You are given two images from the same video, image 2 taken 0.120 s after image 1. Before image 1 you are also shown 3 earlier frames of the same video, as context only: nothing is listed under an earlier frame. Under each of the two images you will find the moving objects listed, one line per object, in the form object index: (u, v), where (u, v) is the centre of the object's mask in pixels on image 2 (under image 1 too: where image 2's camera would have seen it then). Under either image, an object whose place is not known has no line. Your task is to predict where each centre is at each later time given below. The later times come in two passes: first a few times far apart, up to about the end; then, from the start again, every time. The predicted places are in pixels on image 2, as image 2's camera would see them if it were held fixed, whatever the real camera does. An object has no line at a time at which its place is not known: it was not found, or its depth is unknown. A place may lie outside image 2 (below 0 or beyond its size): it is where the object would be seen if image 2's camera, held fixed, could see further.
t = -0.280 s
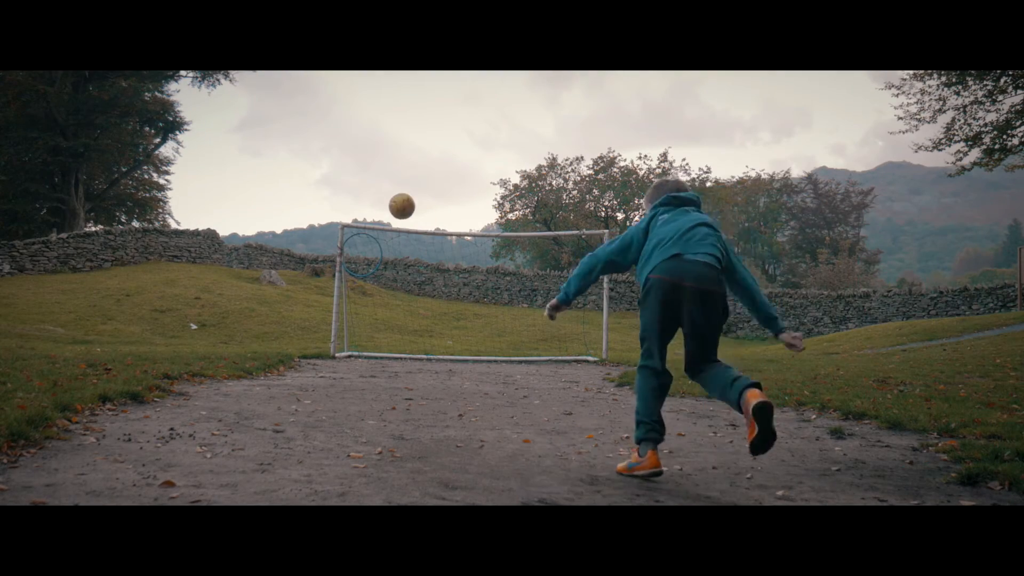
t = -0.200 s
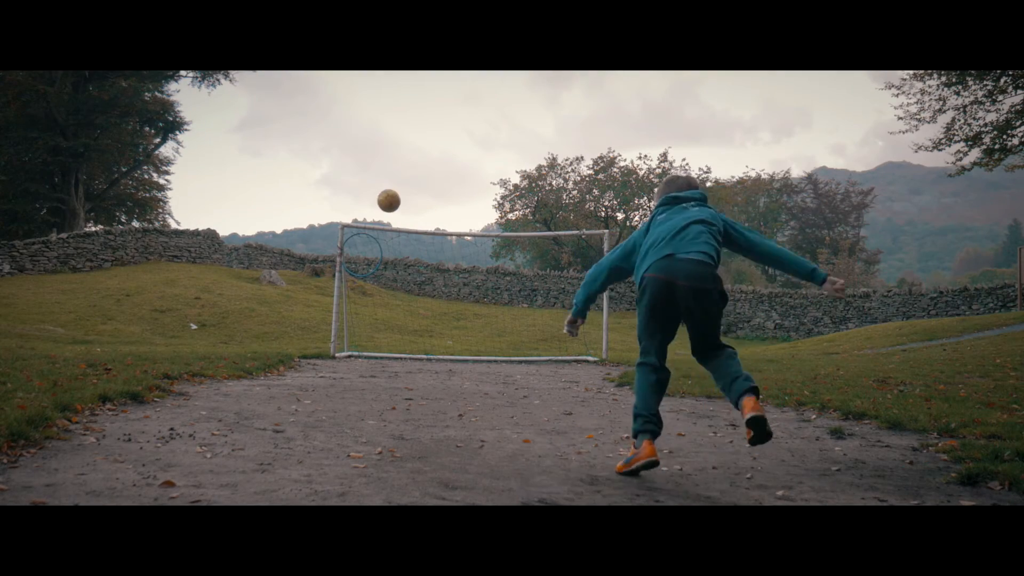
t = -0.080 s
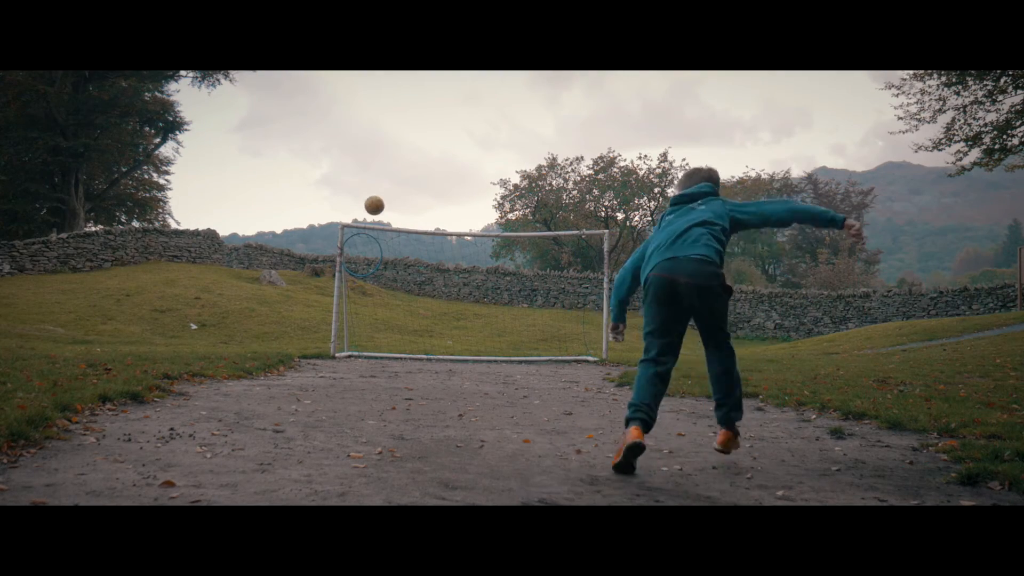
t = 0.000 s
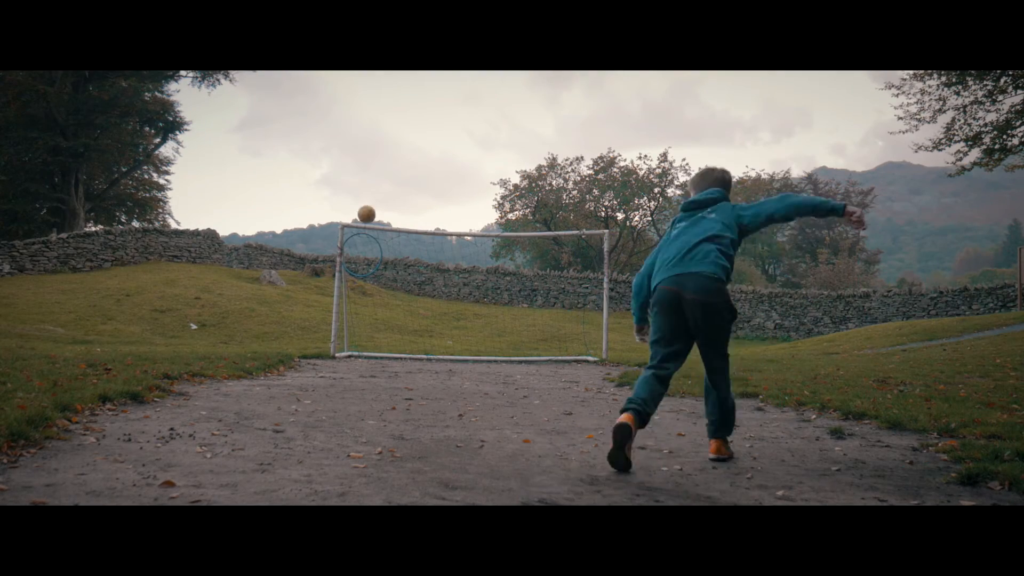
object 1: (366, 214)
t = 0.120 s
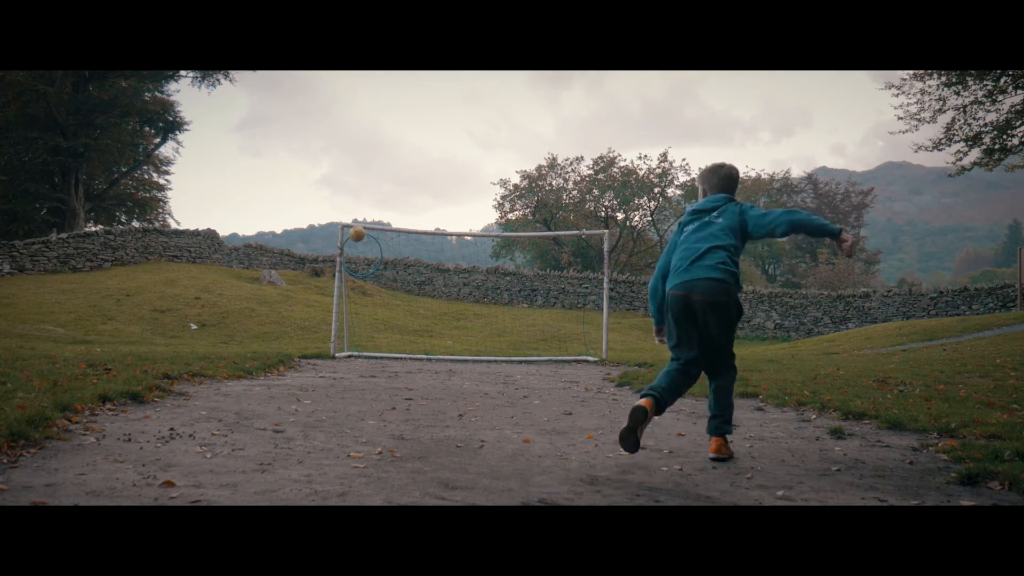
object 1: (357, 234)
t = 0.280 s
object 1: (354, 268)
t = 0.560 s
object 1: (369, 342)
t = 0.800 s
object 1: (381, 335)
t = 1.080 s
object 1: (395, 352)
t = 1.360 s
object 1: (410, 352)
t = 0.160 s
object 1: (354, 242)
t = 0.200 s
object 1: (352, 250)
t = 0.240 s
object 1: (349, 258)
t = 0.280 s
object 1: (354, 268)
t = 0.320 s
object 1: (357, 281)
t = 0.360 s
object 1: (361, 290)
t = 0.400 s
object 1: (364, 300)
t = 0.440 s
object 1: (365, 310)
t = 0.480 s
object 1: (367, 320)
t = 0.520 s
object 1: (368, 331)
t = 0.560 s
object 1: (369, 342)
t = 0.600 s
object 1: (370, 348)
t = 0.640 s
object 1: (373, 345)
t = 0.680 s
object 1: (375, 340)
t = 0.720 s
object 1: (377, 337)
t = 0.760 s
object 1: (379, 335)
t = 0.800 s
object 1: (381, 335)
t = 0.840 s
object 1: (383, 335)
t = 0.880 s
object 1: (385, 336)
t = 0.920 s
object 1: (387, 339)
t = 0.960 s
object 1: (389, 342)
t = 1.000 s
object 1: (391, 347)
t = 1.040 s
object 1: (392, 353)
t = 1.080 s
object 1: (395, 352)
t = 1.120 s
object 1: (398, 350)
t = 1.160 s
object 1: (399, 349)
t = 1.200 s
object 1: (401, 350)
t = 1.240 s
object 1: (403, 351)
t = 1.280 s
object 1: (406, 354)
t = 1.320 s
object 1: (408, 352)
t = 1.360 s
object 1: (410, 352)
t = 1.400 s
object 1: (411, 352)
